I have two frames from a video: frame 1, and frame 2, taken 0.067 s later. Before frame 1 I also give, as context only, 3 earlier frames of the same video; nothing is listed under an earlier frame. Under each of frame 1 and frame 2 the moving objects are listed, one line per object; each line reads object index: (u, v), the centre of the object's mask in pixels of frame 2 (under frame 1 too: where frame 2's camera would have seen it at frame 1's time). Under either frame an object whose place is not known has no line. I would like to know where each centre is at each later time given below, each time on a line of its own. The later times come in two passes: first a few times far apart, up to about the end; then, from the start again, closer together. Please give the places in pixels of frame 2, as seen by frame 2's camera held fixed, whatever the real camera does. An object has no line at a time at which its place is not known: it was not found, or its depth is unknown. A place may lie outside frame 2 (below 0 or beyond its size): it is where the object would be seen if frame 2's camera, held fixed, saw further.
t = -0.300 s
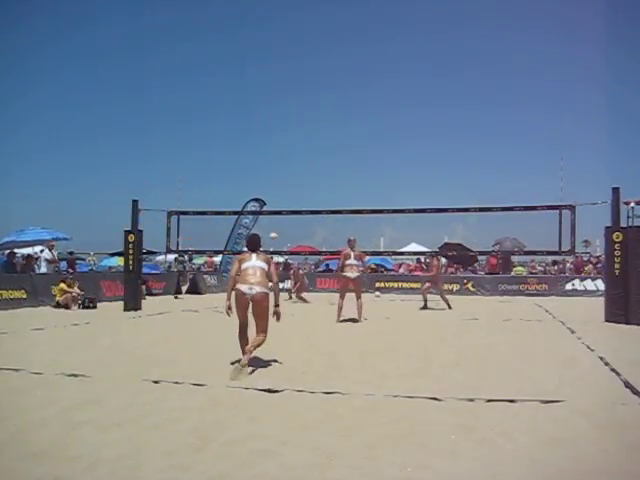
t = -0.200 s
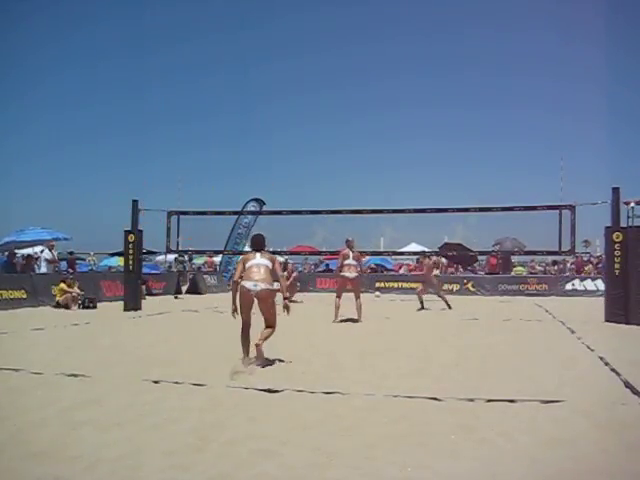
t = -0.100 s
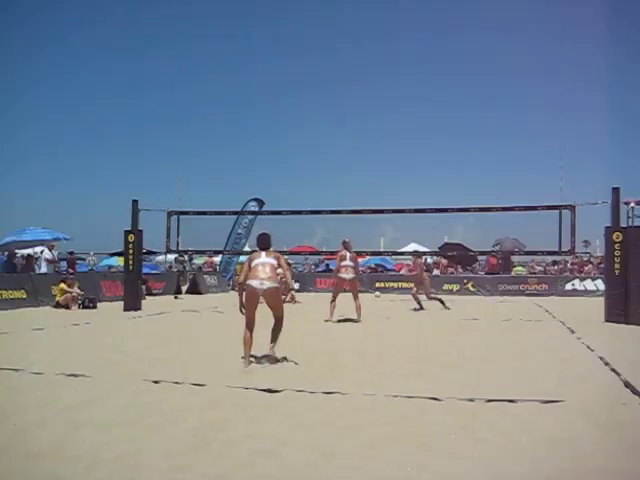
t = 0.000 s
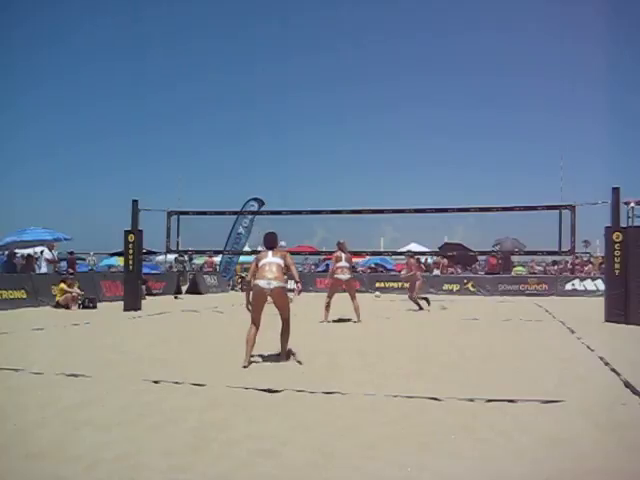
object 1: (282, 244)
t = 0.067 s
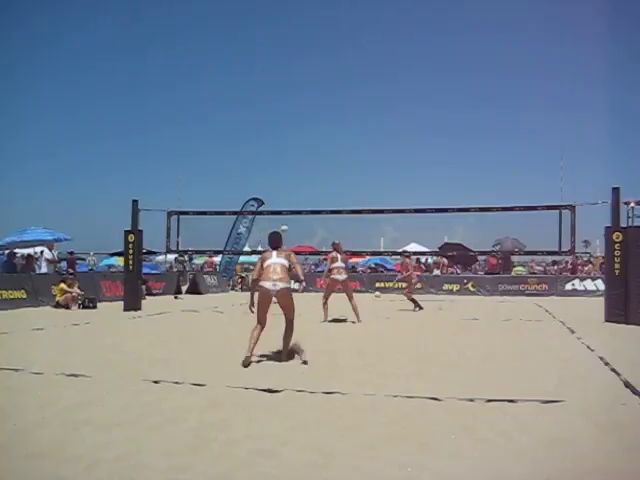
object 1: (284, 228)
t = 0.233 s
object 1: (290, 195)
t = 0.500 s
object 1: (301, 160)
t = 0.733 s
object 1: (312, 150)
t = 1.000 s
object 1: (325, 163)
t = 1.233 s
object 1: (338, 196)
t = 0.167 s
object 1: (287, 206)
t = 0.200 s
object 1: (289, 200)
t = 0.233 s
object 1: (290, 195)
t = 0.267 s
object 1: (291, 189)
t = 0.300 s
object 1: (292, 184)
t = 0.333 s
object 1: (294, 179)
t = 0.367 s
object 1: (295, 174)
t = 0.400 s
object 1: (296, 170)
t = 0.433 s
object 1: (298, 167)
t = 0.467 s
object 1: (299, 163)
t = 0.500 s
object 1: (301, 160)
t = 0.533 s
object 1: (302, 158)
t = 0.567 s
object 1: (303, 155)
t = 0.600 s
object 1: (305, 154)
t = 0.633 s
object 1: (307, 153)
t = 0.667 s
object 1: (309, 152)
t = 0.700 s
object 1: (310, 151)
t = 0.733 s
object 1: (312, 150)
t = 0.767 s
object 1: (314, 151)
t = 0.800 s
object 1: (315, 152)
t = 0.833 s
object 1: (317, 153)
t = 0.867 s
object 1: (318, 154)
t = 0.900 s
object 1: (320, 155)
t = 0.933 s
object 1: (322, 158)
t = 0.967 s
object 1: (324, 160)
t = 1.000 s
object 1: (325, 163)
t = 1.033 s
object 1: (327, 167)
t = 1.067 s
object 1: (328, 171)
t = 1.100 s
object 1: (330, 175)
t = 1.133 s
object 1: (332, 180)
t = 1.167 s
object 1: (334, 184)
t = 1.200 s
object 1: (336, 190)
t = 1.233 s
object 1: (338, 196)
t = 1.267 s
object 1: (340, 203)
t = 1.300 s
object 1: (342, 208)
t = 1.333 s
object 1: (345, 217)
